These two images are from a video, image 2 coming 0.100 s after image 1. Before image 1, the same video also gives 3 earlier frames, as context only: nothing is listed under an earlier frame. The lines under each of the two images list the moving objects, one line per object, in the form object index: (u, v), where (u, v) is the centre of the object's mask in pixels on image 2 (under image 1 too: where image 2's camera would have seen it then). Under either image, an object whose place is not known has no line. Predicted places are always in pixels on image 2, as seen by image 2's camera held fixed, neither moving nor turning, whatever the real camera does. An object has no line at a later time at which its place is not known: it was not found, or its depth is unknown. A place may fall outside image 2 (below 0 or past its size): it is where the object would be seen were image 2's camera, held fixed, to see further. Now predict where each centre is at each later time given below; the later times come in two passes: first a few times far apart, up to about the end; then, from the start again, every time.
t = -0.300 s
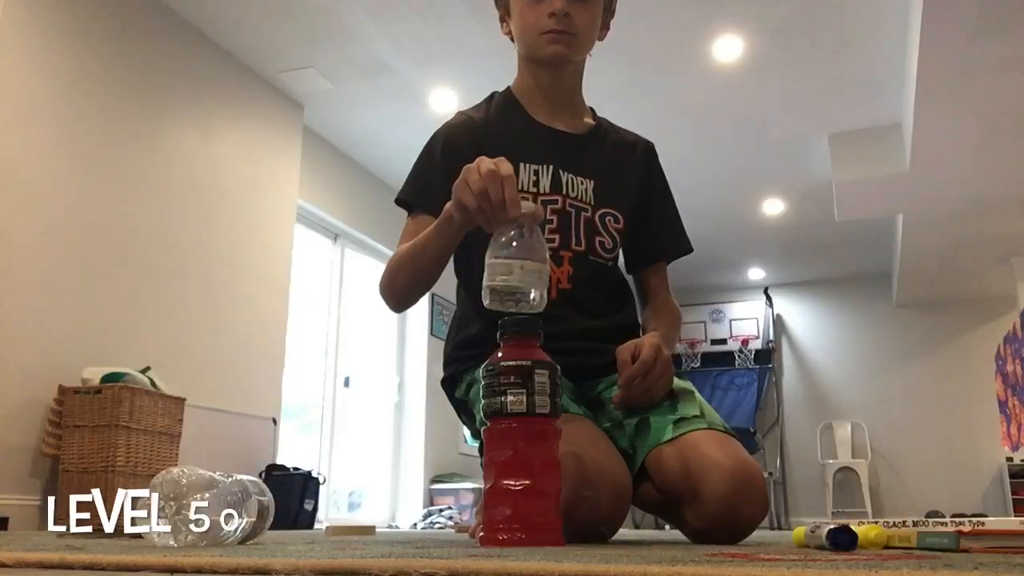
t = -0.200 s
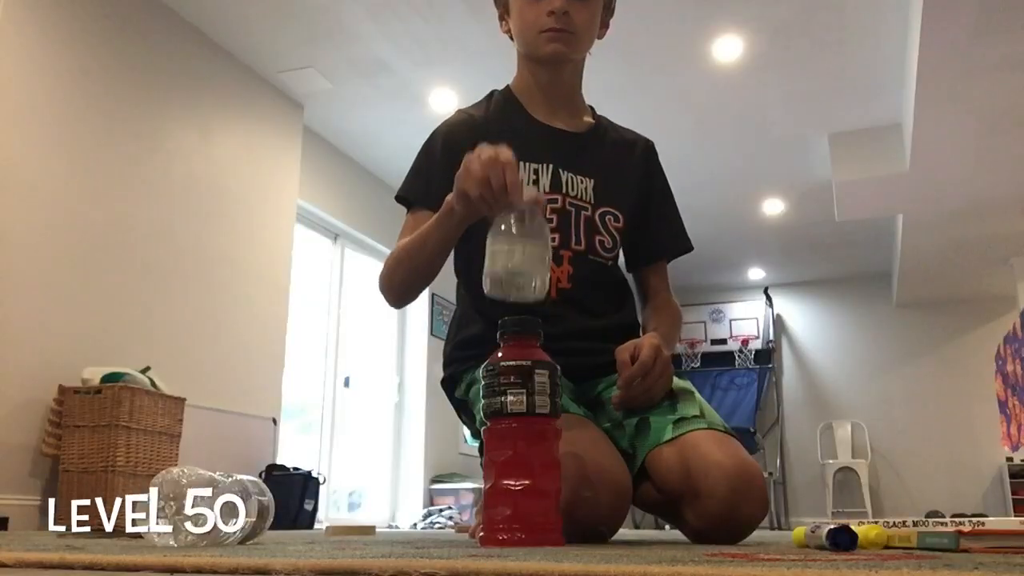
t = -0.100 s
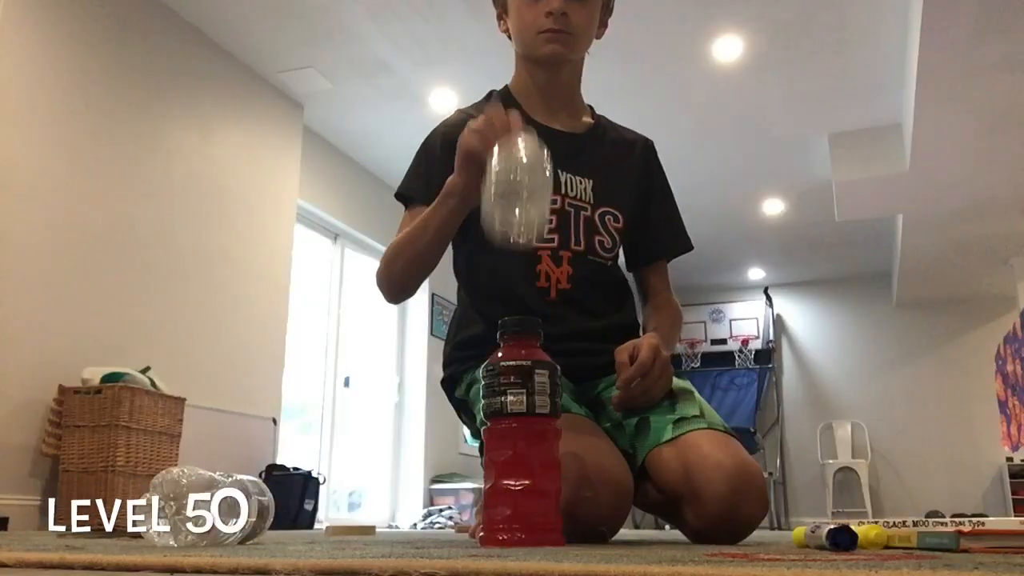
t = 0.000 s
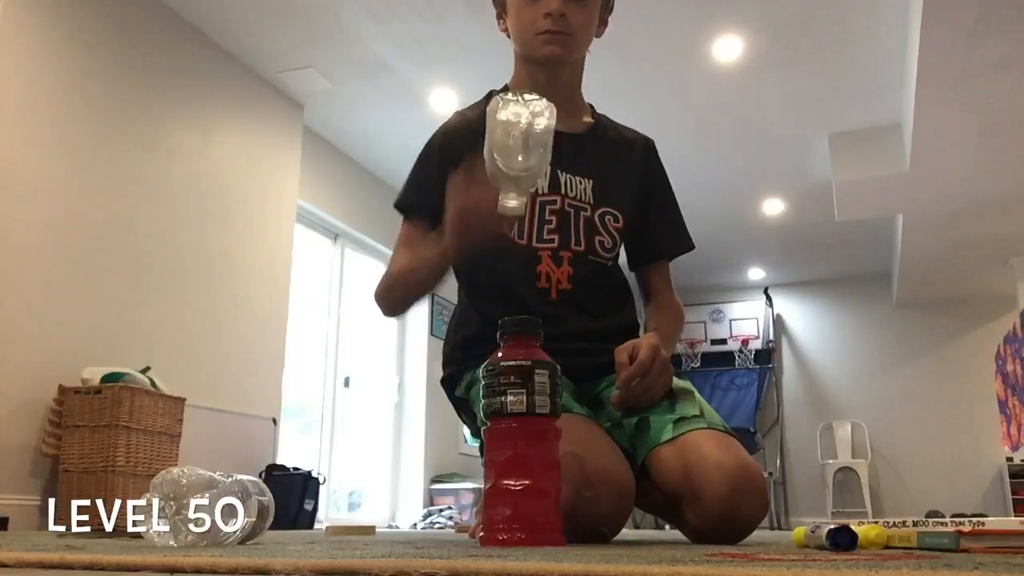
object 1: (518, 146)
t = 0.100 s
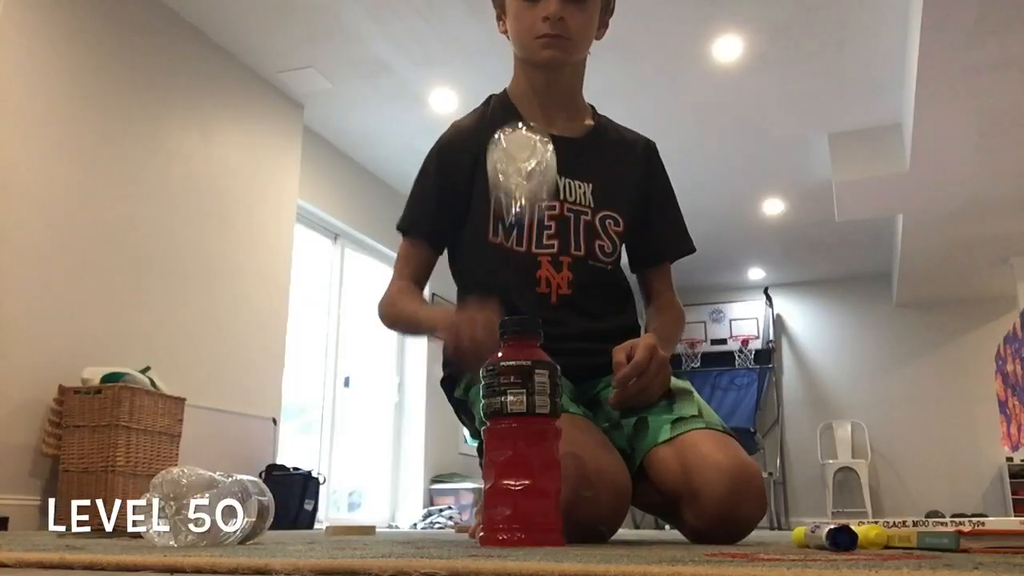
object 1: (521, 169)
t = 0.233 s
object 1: (528, 261)
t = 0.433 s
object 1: (529, 270)
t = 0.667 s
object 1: (530, 270)
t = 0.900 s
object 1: (529, 270)
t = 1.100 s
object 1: (530, 270)
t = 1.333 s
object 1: (529, 270)
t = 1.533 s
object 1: (529, 270)
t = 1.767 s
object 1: (529, 270)
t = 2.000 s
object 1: (529, 270)
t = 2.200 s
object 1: (529, 270)
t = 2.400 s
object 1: (529, 270)
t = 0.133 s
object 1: (523, 201)
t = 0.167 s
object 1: (524, 240)
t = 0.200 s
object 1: (526, 260)
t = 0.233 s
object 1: (528, 261)
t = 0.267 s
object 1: (528, 266)
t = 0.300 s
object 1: (528, 269)
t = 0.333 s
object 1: (528, 270)
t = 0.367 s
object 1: (530, 270)
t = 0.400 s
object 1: (530, 270)
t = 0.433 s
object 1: (529, 270)
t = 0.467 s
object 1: (529, 270)
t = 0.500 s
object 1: (529, 270)
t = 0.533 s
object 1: (529, 270)
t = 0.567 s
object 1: (529, 270)
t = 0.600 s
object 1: (530, 270)
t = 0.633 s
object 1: (530, 270)
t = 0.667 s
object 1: (530, 270)
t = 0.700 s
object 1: (529, 270)
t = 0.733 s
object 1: (529, 270)
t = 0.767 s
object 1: (529, 270)
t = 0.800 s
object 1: (529, 270)
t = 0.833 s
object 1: (530, 270)
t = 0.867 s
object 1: (529, 270)
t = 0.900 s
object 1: (529, 270)
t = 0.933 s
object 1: (529, 270)
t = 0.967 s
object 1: (529, 270)
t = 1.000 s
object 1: (529, 270)
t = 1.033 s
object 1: (529, 270)
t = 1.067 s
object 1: (529, 270)
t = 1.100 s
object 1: (530, 270)
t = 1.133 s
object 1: (530, 270)
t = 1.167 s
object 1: (530, 270)
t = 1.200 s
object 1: (530, 270)
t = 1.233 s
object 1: (529, 270)
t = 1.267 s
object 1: (529, 270)
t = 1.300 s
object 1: (529, 270)
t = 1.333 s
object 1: (529, 270)
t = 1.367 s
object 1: (529, 270)
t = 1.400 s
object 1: (529, 270)
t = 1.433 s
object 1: (529, 270)
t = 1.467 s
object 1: (529, 270)
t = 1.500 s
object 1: (529, 270)
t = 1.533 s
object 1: (529, 270)
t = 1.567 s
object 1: (529, 270)
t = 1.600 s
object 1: (529, 270)
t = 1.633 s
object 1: (529, 270)
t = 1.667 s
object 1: (529, 270)
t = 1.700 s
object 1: (529, 270)
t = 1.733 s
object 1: (529, 270)
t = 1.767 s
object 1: (529, 270)
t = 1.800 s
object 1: (529, 270)
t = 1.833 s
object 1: (529, 270)
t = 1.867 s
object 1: (529, 270)
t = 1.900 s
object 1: (529, 270)
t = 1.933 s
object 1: (529, 270)
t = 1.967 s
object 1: (529, 270)
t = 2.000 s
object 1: (529, 270)
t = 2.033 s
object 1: (529, 270)
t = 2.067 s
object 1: (529, 270)
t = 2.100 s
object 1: (529, 270)
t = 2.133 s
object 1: (529, 270)
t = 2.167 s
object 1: (529, 270)
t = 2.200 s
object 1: (529, 270)
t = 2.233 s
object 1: (529, 270)
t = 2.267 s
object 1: (529, 270)
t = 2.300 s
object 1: (529, 270)
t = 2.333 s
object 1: (529, 270)
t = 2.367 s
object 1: (529, 270)
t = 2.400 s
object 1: (529, 270)
